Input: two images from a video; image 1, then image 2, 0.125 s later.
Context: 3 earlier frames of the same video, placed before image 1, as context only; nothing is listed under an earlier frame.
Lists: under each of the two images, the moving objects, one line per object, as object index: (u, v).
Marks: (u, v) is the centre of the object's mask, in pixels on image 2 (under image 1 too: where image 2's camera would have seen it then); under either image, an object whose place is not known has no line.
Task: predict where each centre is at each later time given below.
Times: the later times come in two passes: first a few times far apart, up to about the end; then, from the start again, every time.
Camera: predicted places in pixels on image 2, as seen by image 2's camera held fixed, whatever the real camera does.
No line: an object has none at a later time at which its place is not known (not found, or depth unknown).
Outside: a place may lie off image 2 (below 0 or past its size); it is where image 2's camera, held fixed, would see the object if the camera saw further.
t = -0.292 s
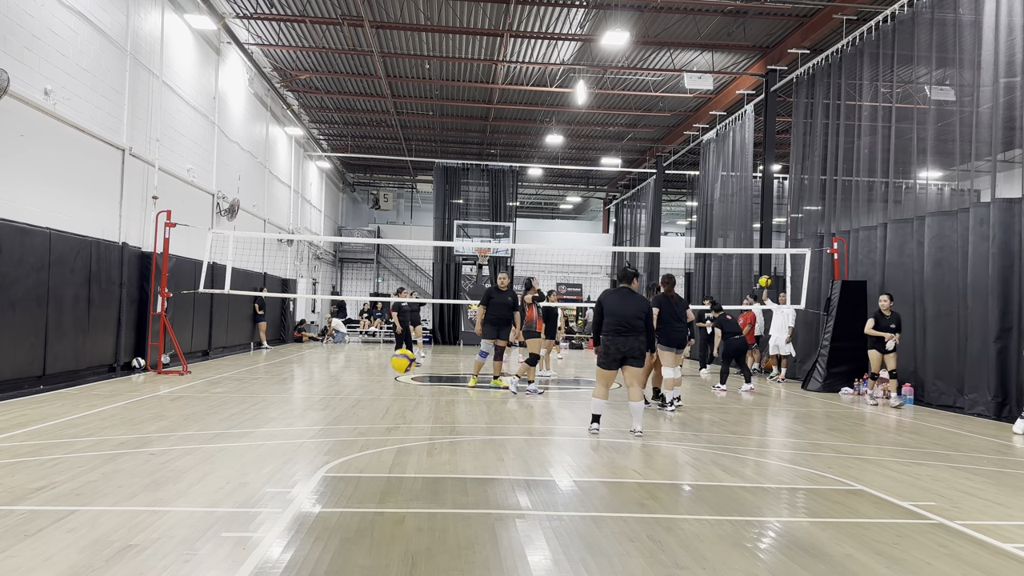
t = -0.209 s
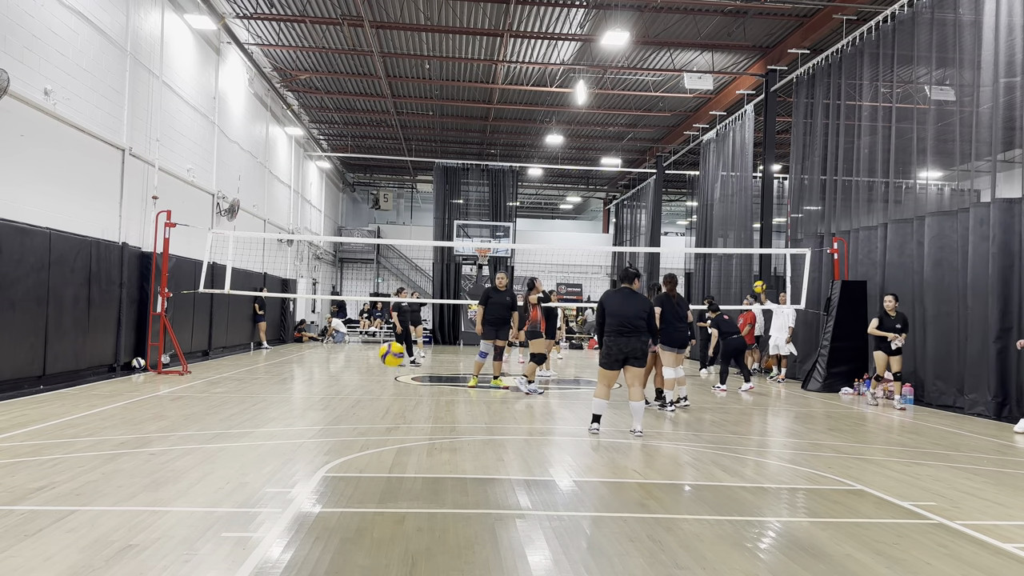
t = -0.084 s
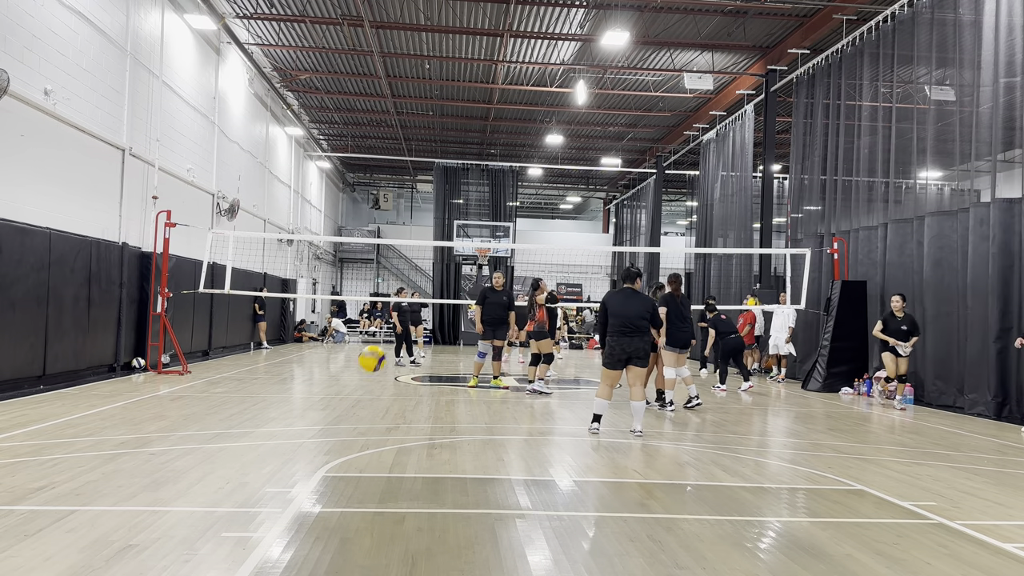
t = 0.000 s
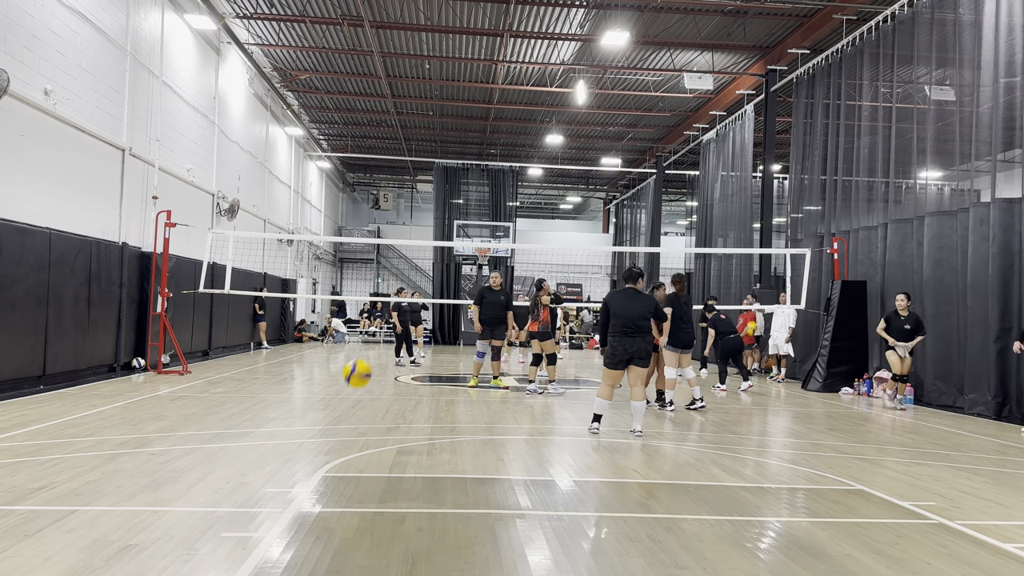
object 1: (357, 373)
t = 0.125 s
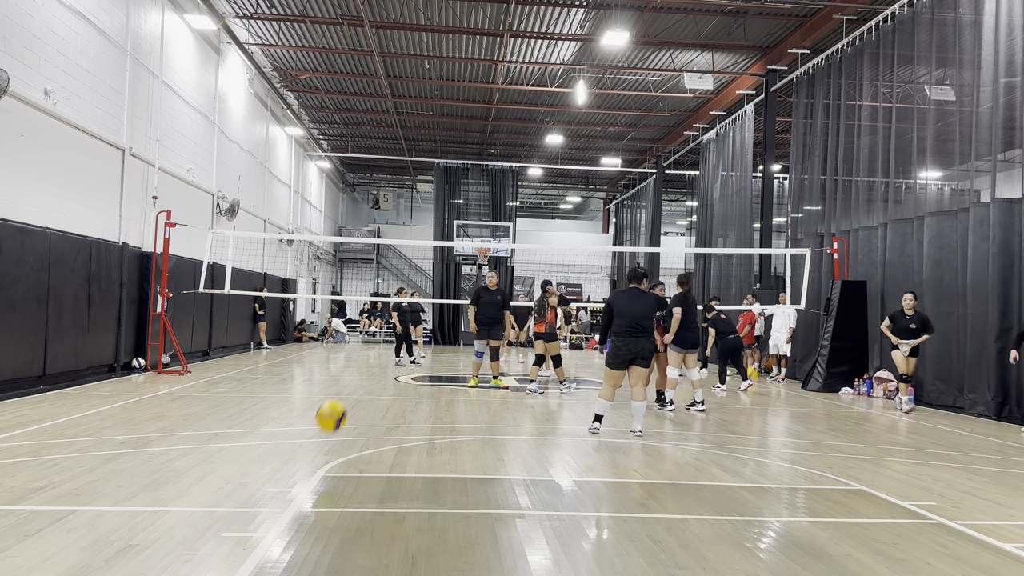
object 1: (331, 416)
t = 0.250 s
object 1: (303, 438)
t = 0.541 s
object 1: (224, 416)
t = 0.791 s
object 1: (123, 516)
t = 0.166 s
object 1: (321, 438)
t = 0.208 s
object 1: (312, 452)
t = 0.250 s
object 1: (303, 438)
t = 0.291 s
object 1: (293, 428)
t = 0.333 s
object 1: (284, 419)
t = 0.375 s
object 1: (274, 413)
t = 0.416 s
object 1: (262, 409)
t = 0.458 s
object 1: (250, 408)
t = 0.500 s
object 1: (237, 411)
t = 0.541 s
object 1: (224, 416)
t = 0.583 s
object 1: (210, 424)
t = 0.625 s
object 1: (194, 438)
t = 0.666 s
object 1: (178, 455)
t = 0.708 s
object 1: (161, 476)
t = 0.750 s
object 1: (142, 503)
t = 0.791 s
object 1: (123, 516)
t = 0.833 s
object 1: (104, 503)
